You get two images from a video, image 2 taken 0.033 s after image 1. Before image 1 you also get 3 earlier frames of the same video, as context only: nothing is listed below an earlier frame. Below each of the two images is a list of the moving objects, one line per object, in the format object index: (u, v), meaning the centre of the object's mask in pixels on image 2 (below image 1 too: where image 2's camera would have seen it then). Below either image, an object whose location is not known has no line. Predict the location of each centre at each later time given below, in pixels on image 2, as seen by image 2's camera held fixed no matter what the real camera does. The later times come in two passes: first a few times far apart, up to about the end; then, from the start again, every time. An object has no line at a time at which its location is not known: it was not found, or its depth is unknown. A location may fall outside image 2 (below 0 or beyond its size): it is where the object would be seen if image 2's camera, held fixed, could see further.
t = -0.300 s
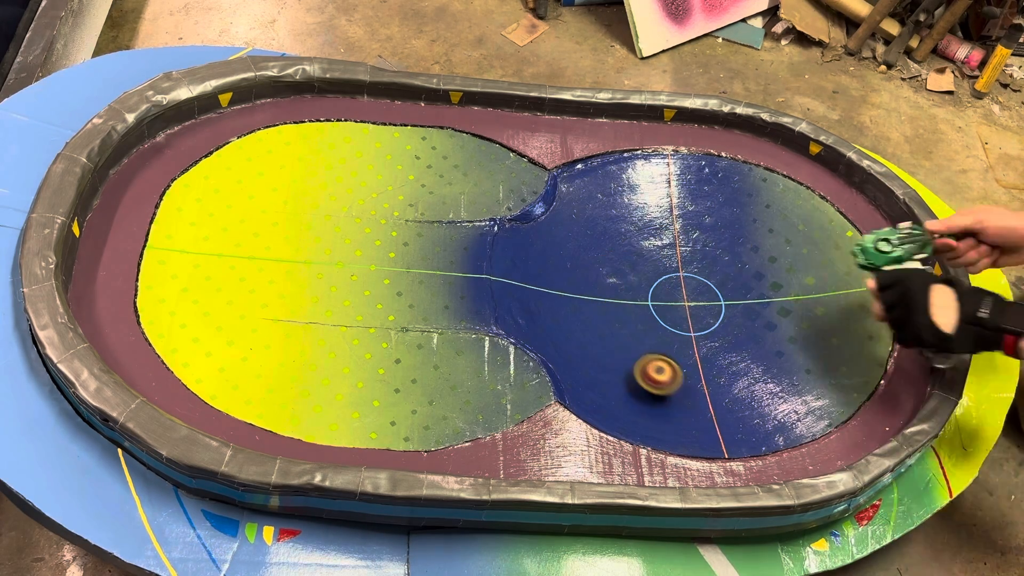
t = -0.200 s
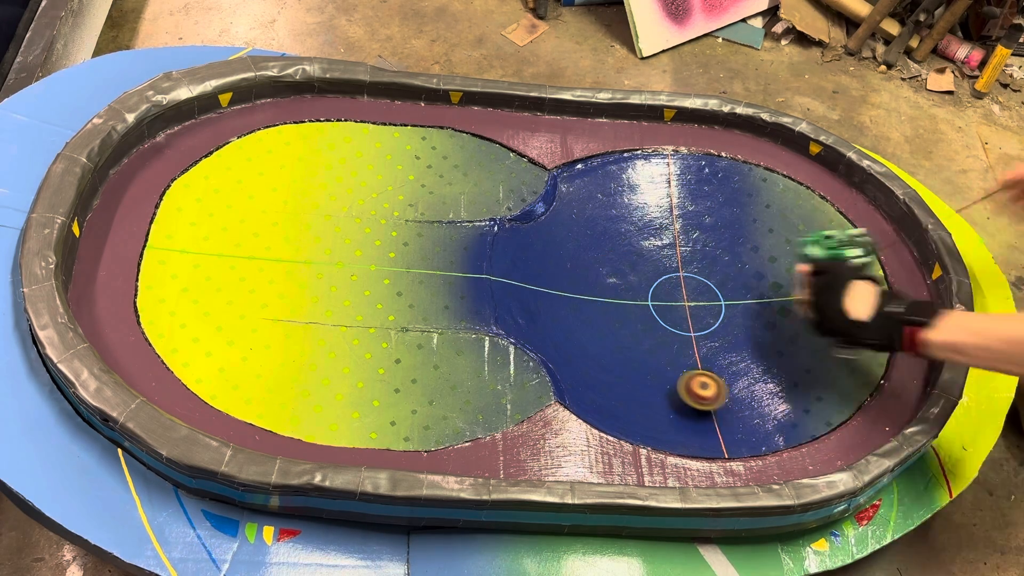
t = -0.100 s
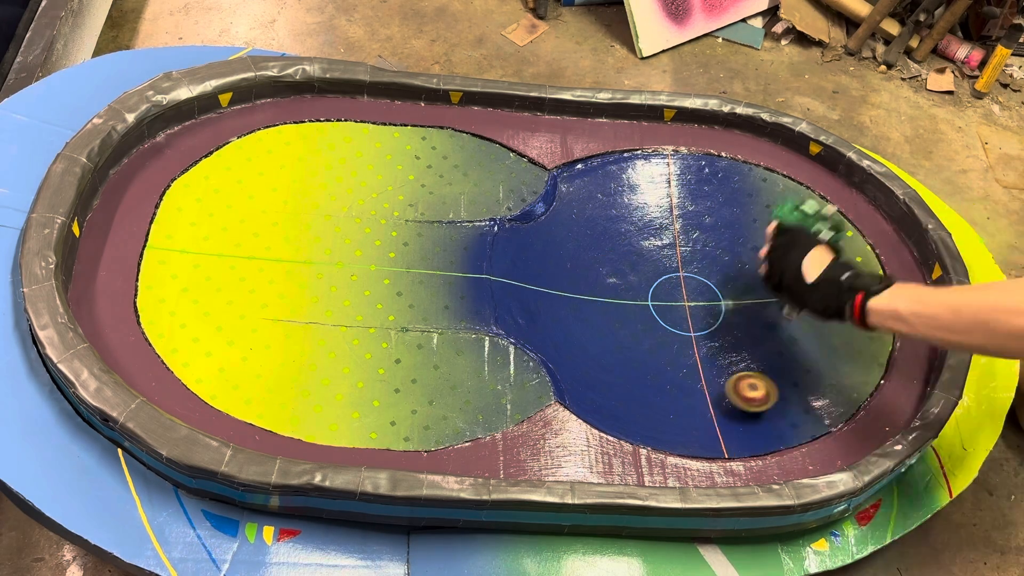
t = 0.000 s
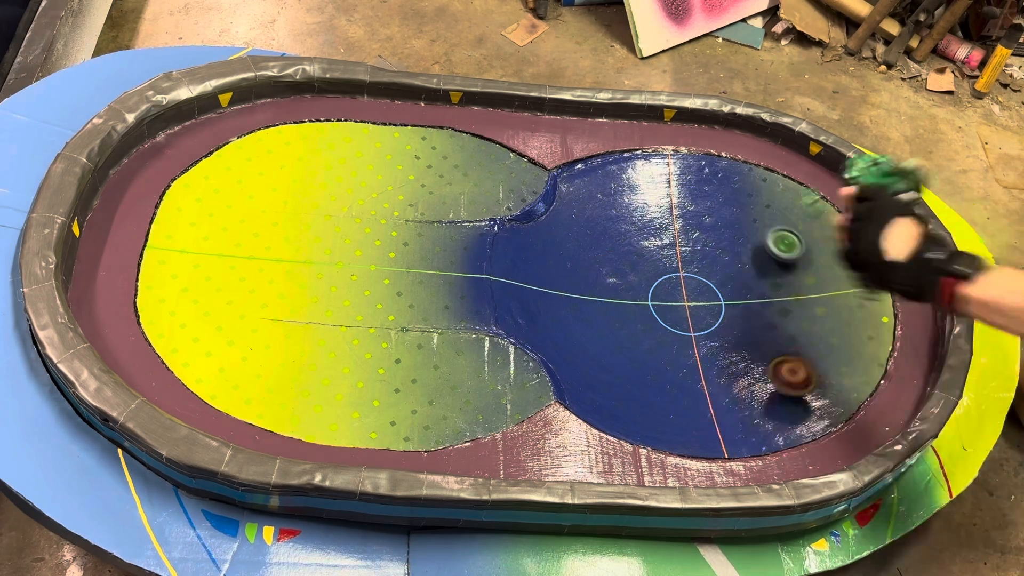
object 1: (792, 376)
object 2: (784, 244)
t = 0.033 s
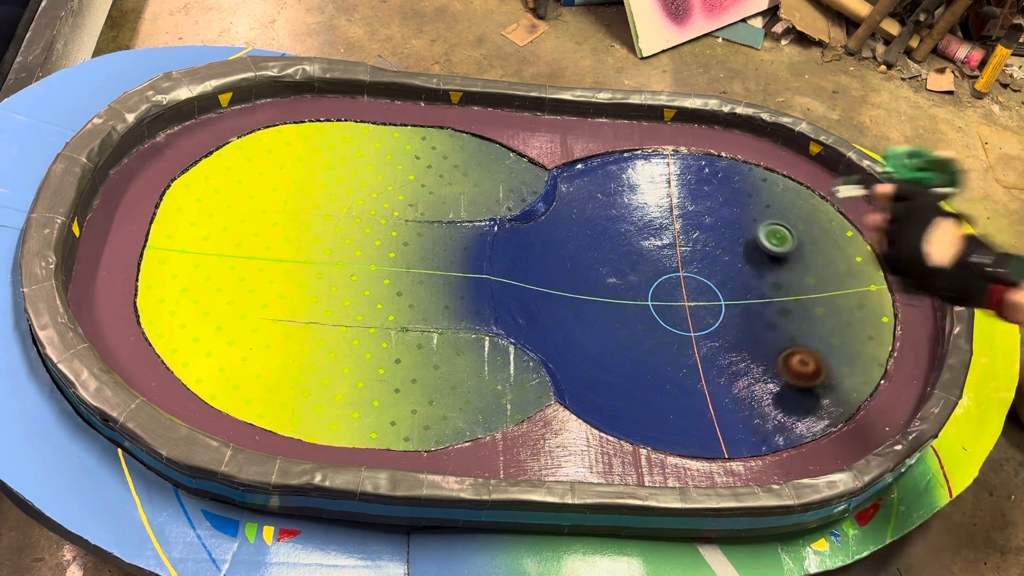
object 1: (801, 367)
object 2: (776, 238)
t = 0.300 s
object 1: (800, 270)
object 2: (685, 214)
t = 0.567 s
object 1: (682, 211)
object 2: (615, 246)
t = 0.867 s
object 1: (565, 251)
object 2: (653, 330)
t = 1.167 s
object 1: (601, 370)
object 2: (758, 344)
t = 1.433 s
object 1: (743, 413)
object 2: (788, 293)
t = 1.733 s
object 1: (818, 307)
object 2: (736, 238)
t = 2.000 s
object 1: (735, 209)
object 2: (659, 250)
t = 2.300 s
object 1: (599, 194)
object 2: (640, 317)
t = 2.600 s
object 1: (559, 294)
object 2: (708, 361)
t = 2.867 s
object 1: (666, 387)
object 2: (765, 344)
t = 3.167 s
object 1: (800, 342)
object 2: (741, 291)
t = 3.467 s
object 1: (774, 225)
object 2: (669, 276)
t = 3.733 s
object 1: (671, 180)
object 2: (635, 301)
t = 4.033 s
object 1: (577, 241)
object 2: (666, 342)
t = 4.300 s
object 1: (624, 349)
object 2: (700, 340)
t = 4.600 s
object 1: (765, 373)
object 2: (698, 303)
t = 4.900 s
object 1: (816, 287)
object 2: (669, 283)
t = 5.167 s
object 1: (748, 221)
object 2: (649, 283)
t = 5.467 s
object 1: (640, 229)
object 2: (649, 290)
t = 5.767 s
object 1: (611, 312)
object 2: (649, 290)
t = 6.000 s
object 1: (675, 372)
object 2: (648, 290)
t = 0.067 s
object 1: (811, 357)
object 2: (767, 232)
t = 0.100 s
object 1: (816, 346)
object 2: (756, 228)
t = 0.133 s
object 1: (820, 333)
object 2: (745, 224)
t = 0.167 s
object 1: (820, 321)
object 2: (734, 221)
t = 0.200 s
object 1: (819, 309)
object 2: (722, 219)
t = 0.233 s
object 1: (815, 296)
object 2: (710, 216)
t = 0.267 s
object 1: (808, 282)
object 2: (698, 214)
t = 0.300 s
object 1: (800, 270)
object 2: (685, 214)
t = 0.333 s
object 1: (789, 258)
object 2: (672, 214)
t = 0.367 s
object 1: (776, 248)
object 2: (661, 215)
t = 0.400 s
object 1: (762, 238)
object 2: (650, 217)
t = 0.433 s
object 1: (747, 230)
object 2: (640, 220)
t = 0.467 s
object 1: (731, 223)
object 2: (632, 225)
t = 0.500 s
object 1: (714, 217)
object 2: (624, 231)
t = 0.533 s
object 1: (698, 213)
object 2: (619, 237)
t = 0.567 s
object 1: (682, 211)
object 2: (615, 246)
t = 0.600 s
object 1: (665, 209)
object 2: (613, 255)
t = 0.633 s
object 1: (648, 209)
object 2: (613, 265)
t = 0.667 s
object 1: (632, 211)
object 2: (614, 275)
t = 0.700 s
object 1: (617, 214)
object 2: (617, 285)
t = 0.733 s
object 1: (604, 219)
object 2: (621, 295)
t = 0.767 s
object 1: (592, 225)
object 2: (627, 305)
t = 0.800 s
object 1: (582, 232)
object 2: (635, 314)
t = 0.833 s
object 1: (572, 241)
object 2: (643, 322)
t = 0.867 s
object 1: (565, 251)
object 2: (653, 330)
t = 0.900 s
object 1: (559, 262)
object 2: (664, 337)
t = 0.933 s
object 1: (556, 274)
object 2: (676, 343)
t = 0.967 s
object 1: (556, 287)
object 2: (688, 347)
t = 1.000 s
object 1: (558, 300)
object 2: (701, 349)
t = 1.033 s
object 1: (562, 314)
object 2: (714, 350)
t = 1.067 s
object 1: (568, 329)
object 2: (726, 350)
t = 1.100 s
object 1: (577, 342)
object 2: (737, 349)
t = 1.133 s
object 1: (588, 357)
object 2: (748, 347)
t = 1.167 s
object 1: (601, 370)
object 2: (758, 344)
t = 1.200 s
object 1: (616, 382)
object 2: (766, 340)
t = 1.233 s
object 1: (632, 392)
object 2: (773, 334)
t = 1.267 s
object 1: (650, 401)
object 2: (778, 328)
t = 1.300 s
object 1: (668, 408)
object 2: (782, 321)
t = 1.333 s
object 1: (687, 413)
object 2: (785, 315)
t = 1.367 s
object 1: (707, 415)
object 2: (787, 308)
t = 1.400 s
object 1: (726, 415)
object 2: (788, 301)
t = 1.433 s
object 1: (743, 413)
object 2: (788, 293)
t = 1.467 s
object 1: (760, 407)
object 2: (786, 286)
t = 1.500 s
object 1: (777, 399)
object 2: (783, 279)
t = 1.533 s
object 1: (791, 390)
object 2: (780, 272)
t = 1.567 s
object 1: (803, 378)
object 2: (775, 265)
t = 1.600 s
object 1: (811, 365)
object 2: (769, 258)
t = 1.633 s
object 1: (817, 351)
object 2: (762, 252)
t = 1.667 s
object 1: (820, 336)
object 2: (754, 247)
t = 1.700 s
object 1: (820, 321)
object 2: (745, 242)
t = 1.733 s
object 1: (818, 307)
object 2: (736, 238)
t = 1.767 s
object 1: (813, 291)
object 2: (726, 235)
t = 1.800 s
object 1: (807, 276)
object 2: (716, 233)
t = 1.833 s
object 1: (798, 263)
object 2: (707, 233)
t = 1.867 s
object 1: (788, 251)
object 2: (696, 234)
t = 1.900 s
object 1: (777, 239)
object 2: (687, 235)
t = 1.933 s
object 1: (764, 227)
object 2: (677, 239)
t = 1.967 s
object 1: (750, 218)
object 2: (668, 244)
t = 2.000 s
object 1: (735, 209)
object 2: (659, 250)
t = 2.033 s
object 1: (720, 202)
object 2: (652, 256)
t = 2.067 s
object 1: (704, 195)
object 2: (646, 263)
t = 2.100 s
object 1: (688, 191)
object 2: (641, 270)
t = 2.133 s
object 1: (673, 187)
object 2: (637, 277)
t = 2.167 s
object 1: (656, 186)
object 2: (635, 285)
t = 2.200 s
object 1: (639, 185)
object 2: (634, 294)
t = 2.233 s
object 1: (624, 187)
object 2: (635, 302)
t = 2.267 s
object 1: (611, 189)
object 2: (637, 310)
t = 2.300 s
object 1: (599, 194)
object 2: (640, 317)
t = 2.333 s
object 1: (588, 200)
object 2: (644, 325)
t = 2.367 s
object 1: (577, 208)
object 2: (650, 331)
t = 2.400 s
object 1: (569, 216)
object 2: (656, 338)
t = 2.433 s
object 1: (561, 227)
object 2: (664, 344)
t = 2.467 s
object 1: (557, 238)
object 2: (672, 349)
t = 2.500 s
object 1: (554, 251)
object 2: (680, 353)
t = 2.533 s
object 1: (553, 265)
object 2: (690, 357)
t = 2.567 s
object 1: (554, 279)
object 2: (699, 359)
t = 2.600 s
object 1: (559, 294)
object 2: (708, 361)
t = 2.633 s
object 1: (565, 309)
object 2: (717, 362)
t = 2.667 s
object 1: (574, 324)
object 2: (725, 362)
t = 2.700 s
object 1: (585, 338)
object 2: (734, 361)
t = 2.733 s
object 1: (597, 351)
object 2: (741, 360)
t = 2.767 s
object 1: (612, 363)
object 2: (748, 358)
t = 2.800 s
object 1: (629, 373)
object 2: (755, 354)
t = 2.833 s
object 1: (647, 381)
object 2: (761, 350)
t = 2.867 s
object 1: (666, 387)
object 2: (765, 344)
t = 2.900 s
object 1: (684, 390)
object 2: (768, 338)
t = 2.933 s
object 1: (704, 391)
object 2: (770, 332)
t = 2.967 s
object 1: (722, 391)
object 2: (769, 326)
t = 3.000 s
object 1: (739, 387)
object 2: (767, 320)
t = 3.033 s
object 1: (755, 381)
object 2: (764, 314)
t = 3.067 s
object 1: (770, 373)
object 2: (760, 308)
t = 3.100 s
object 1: (782, 364)
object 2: (754, 302)
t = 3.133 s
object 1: (792, 353)
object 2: (748, 296)
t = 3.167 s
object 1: (800, 342)
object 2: (741, 291)
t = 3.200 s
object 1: (806, 328)
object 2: (734, 287)
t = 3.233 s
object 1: (809, 315)
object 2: (726, 283)
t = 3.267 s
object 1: (809, 301)
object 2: (718, 280)
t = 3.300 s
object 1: (808, 286)
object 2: (709, 277)
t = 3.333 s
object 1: (804, 273)
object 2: (701, 275)
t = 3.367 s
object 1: (799, 260)
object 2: (693, 274)
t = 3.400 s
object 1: (793, 248)
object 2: (685, 274)
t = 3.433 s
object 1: (784, 236)
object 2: (677, 275)
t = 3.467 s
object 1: (774, 225)
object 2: (669, 276)
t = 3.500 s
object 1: (763, 215)
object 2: (662, 278)
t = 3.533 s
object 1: (752, 207)
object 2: (656, 280)
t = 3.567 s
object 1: (740, 199)
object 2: (650, 282)
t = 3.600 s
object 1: (727, 193)
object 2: (645, 285)
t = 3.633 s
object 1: (713, 188)
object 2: (642, 289)
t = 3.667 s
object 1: (699, 183)
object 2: (639, 293)
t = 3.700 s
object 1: (685, 181)
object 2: (636, 297)
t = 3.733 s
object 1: (671, 180)
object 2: (635, 301)
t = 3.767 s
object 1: (656, 180)
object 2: (636, 305)
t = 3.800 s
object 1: (641, 181)
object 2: (637, 310)
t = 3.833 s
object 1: (628, 185)
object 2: (639, 315)
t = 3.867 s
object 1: (617, 190)
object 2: (643, 320)
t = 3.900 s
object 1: (606, 198)
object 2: (646, 325)
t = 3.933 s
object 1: (596, 207)
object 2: (651, 330)
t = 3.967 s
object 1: (588, 217)
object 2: (656, 334)
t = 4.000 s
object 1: (581, 229)
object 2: (661, 338)
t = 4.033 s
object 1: (577, 241)
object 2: (666, 342)
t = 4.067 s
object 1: (575, 255)
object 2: (671, 344)
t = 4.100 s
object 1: (575, 269)
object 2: (676, 346)
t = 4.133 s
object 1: (578, 283)
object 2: (680, 347)
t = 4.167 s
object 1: (584, 298)
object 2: (685, 348)
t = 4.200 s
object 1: (592, 312)
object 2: (689, 347)
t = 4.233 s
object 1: (601, 325)
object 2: (693, 345)
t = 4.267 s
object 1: (611, 338)
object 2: (697, 343)
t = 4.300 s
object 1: (624, 349)
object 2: (700, 340)
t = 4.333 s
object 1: (638, 359)
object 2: (702, 337)
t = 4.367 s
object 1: (653, 367)
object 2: (704, 333)
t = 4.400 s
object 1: (669, 374)
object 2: (706, 329)
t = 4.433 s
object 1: (685, 378)
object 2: (706, 324)
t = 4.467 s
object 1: (701, 380)
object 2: (705, 320)
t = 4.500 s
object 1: (718, 381)
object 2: (704, 315)
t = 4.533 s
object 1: (734, 380)
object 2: (702, 311)
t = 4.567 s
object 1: (749, 378)
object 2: (701, 307)
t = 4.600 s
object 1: (765, 373)
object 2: (698, 303)
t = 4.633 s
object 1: (778, 367)
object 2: (695, 299)
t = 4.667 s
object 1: (789, 360)
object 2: (692, 295)
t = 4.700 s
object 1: (799, 351)
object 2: (689, 293)
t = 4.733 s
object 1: (806, 342)
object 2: (685, 290)
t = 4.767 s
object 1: (812, 331)
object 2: (681, 288)
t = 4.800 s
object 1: (816, 320)
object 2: (678, 287)
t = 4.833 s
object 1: (818, 309)
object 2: (675, 285)
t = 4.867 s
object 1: (818, 298)
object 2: (672, 284)
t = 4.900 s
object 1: (816, 287)
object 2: (669, 283)
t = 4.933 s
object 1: (812, 276)
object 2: (666, 282)
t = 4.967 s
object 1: (807, 266)
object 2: (663, 282)
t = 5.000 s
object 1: (800, 257)
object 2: (661, 282)
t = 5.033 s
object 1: (792, 249)
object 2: (658, 282)
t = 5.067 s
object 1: (782, 241)
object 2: (655, 282)
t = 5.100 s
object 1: (772, 233)
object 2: (653, 282)
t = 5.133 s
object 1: (760, 227)
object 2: (651, 283)
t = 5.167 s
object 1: (748, 221)
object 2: (649, 283)
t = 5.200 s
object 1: (736, 217)
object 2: (647, 284)
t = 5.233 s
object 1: (723, 215)
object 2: (646, 285)
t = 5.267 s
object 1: (711, 213)
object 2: (645, 286)
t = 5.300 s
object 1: (698, 212)
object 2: (644, 287)
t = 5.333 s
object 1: (686, 214)
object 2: (644, 287)
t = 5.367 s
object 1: (673, 216)
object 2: (645, 288)
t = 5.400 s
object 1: (661, 219)
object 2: (647, 288)
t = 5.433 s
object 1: (650, 224)
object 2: (648, 289)
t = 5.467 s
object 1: (640, 229)
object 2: (649, 290)
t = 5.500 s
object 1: (631, 236)
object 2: (649, 290)
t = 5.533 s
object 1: (623, 243)
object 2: (650, 291)
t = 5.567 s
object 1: (617, 251)
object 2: (649, 291)
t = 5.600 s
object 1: (612, 261)
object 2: (649, 290)
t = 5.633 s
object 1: (608, 271)
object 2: (649, 290)
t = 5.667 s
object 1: (606, 280)
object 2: (649, 291)
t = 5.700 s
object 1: (606, 290)
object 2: (649, 291)
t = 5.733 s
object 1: (607, 300)
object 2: (649, 291)
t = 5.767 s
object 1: (611, 312)
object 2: (649, 290)
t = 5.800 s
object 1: (616, 323)
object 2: (649, 290)
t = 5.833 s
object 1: (624, 333)
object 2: (649, 290)
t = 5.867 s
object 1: (632, 343)
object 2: (648, 290)
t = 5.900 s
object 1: (642, 352)
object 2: (648, 290)
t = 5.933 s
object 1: (652, 360)
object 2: (648, 289)
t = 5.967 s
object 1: (663, 367)
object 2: (648, 289)
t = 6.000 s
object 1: (675, 372)
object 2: (648, 290)
